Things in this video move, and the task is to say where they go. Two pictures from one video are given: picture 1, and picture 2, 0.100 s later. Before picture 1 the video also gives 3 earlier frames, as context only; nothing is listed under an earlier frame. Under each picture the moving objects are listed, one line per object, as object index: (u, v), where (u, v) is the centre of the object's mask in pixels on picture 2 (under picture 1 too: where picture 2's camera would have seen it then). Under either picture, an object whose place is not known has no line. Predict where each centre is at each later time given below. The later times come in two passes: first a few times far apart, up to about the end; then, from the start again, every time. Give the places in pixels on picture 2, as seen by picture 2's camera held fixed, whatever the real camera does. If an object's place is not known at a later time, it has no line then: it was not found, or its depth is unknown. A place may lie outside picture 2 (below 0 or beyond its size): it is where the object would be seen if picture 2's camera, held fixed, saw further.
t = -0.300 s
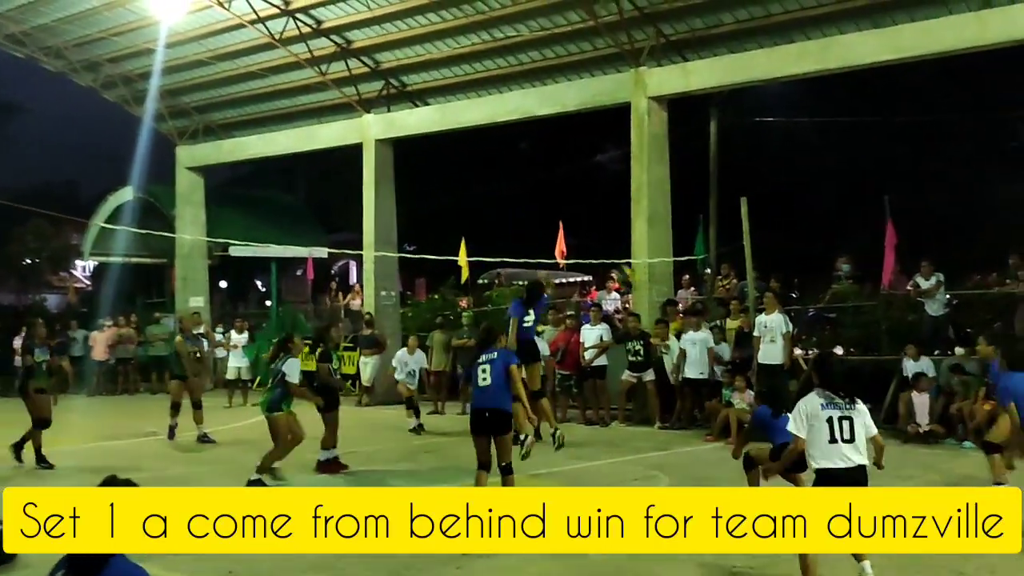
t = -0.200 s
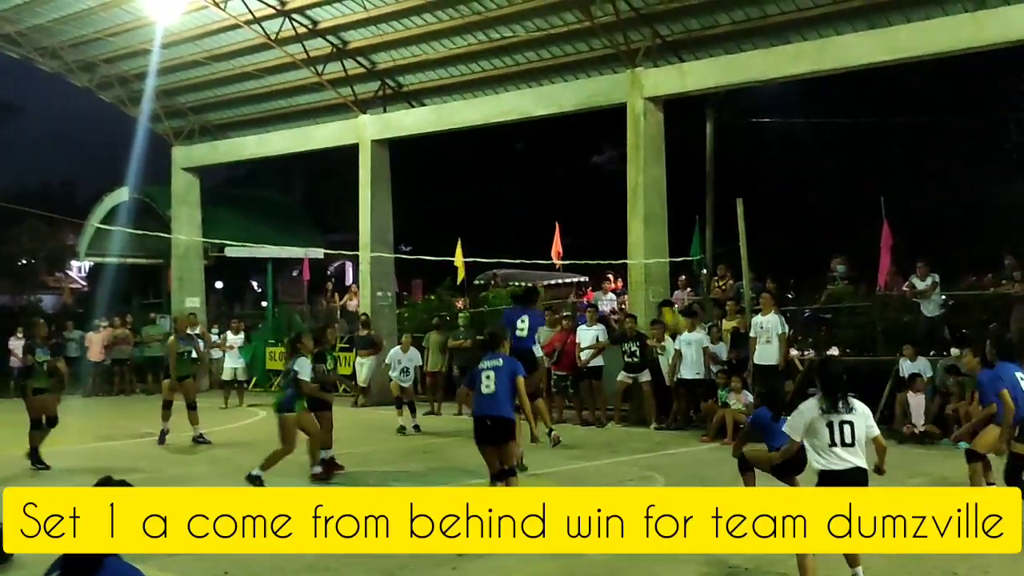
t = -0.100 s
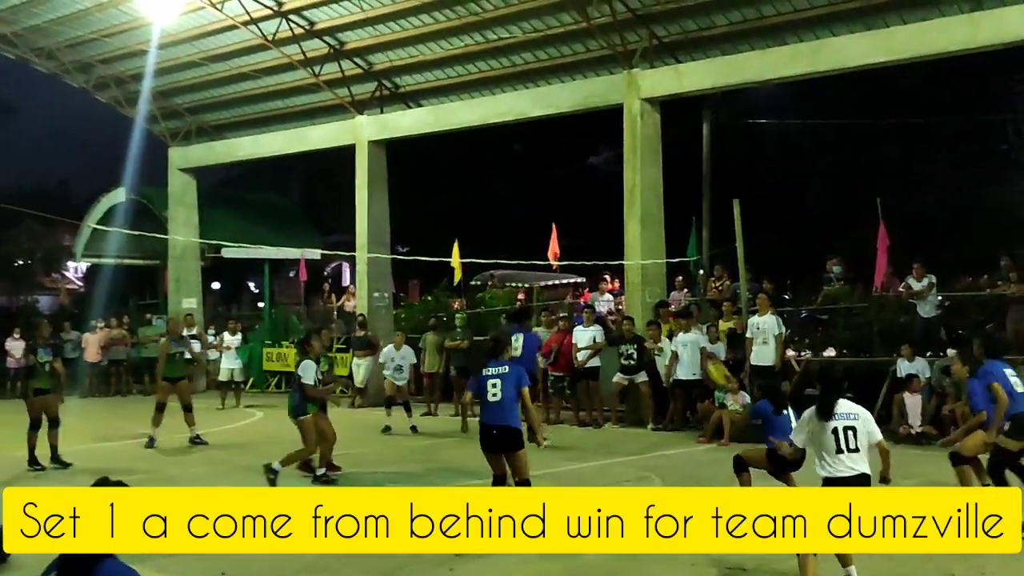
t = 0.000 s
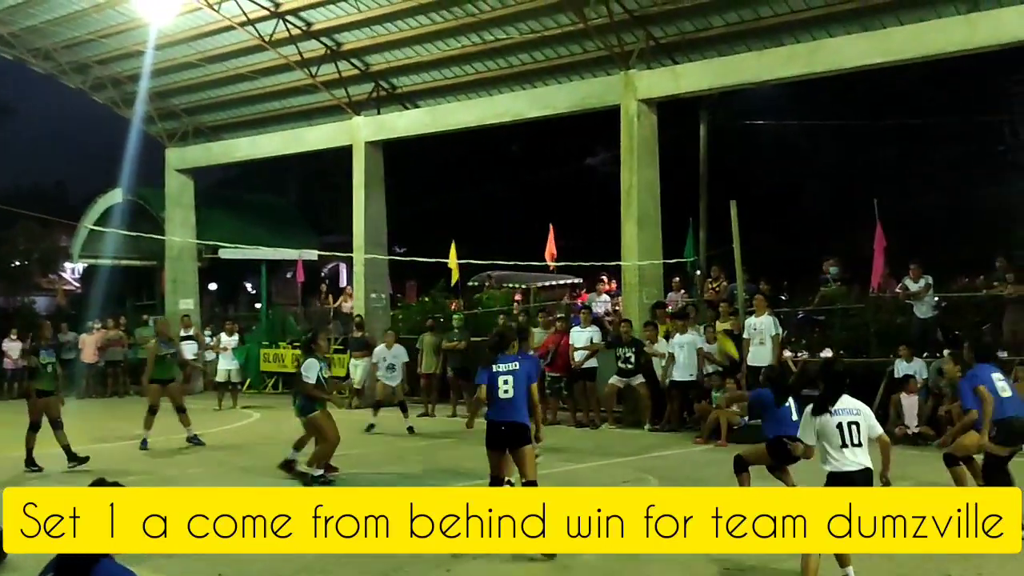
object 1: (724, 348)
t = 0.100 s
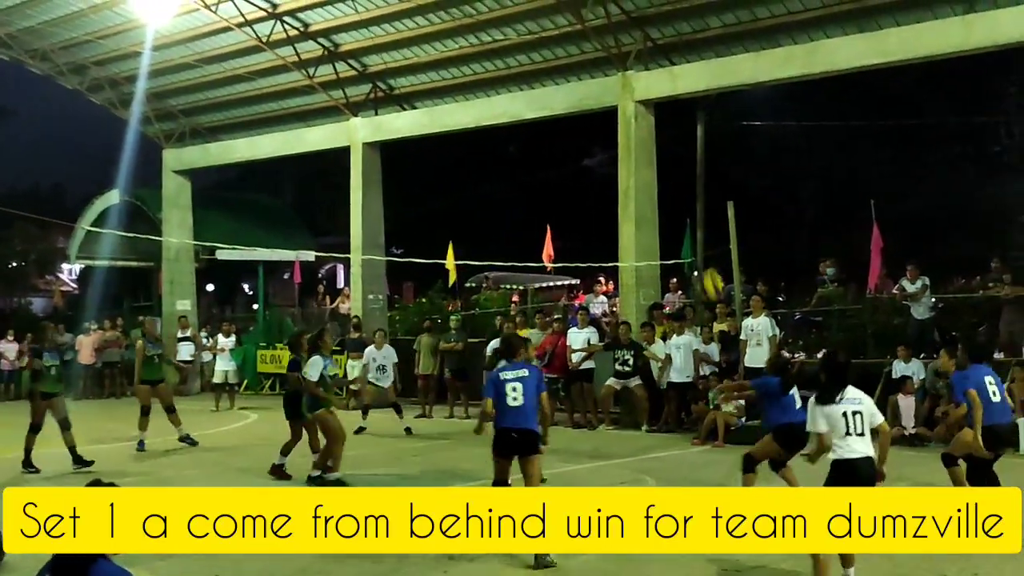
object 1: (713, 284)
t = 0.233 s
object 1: (694, 217)
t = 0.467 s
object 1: (671, 152)
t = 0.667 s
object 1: (653, 143)
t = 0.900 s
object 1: (635, 184)
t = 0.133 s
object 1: (708, 267)
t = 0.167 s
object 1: (702, 249)
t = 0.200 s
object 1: (698, 232)
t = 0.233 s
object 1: (694, 217)
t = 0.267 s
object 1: (691, 204)
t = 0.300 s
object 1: (687, 192)
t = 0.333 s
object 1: (684, 182)
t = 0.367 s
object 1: (680, 173)
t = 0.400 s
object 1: (677, 165)
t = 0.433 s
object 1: (674, 158)
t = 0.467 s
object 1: (671, 152)
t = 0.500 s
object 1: (668, 148)
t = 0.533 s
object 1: (665, 144)
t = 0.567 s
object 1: (662, 142)
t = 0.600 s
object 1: (659, 141)
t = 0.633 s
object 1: (656, 141)
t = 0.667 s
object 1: (653, 143)
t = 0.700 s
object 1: (651, 145)
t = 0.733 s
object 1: (648, 148)
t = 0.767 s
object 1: (646, 153)
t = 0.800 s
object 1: (643, 159)
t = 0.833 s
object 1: (641, 167)
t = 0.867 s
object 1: (638, 175)
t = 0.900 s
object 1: (635, 184)
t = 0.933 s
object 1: (632, 194)
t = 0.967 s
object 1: (629, 206)
